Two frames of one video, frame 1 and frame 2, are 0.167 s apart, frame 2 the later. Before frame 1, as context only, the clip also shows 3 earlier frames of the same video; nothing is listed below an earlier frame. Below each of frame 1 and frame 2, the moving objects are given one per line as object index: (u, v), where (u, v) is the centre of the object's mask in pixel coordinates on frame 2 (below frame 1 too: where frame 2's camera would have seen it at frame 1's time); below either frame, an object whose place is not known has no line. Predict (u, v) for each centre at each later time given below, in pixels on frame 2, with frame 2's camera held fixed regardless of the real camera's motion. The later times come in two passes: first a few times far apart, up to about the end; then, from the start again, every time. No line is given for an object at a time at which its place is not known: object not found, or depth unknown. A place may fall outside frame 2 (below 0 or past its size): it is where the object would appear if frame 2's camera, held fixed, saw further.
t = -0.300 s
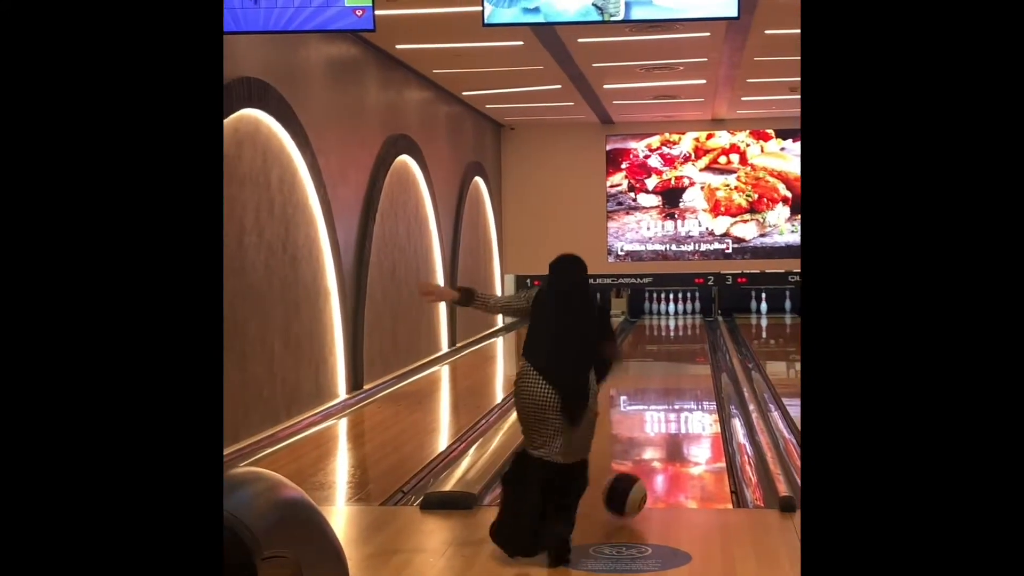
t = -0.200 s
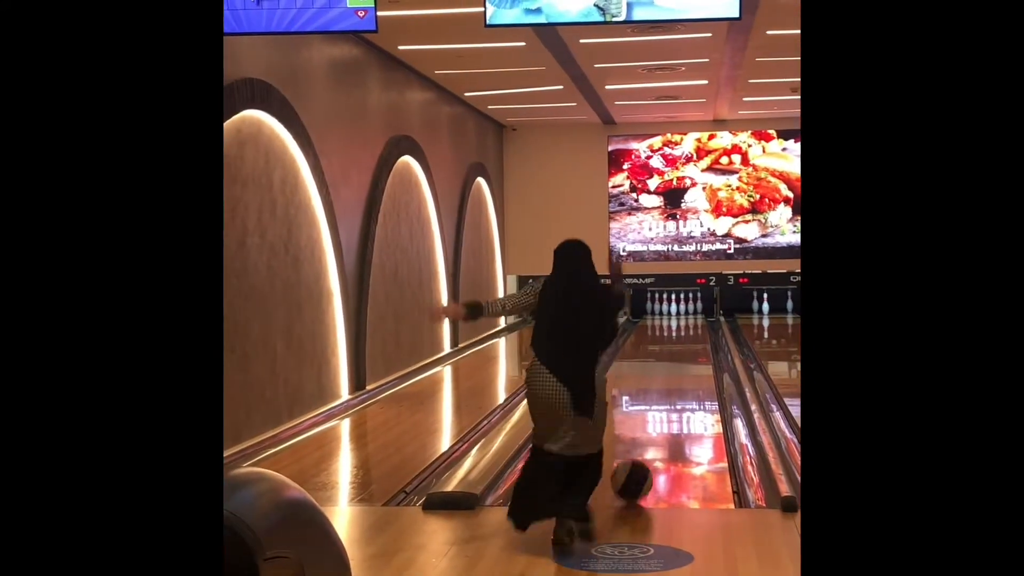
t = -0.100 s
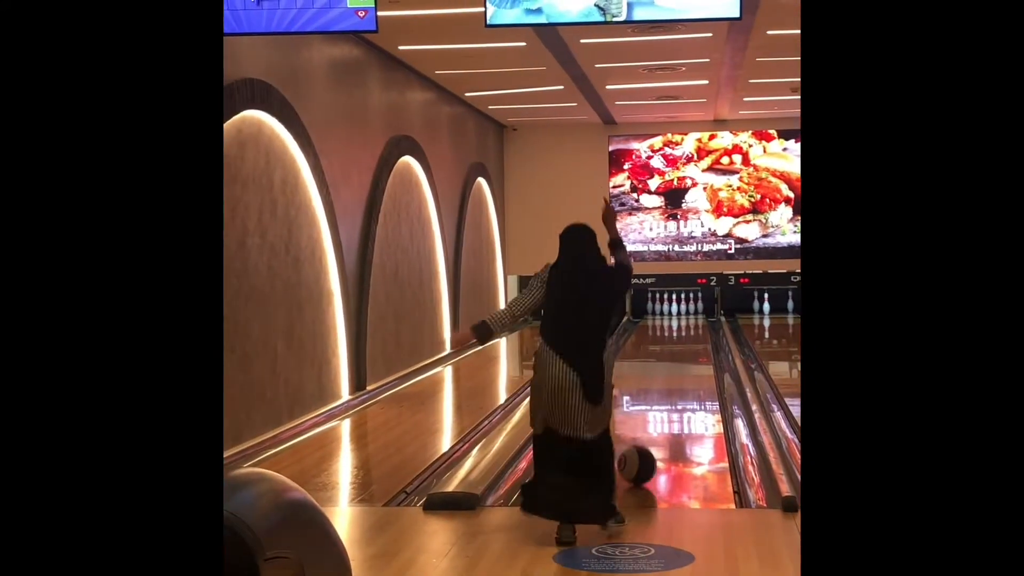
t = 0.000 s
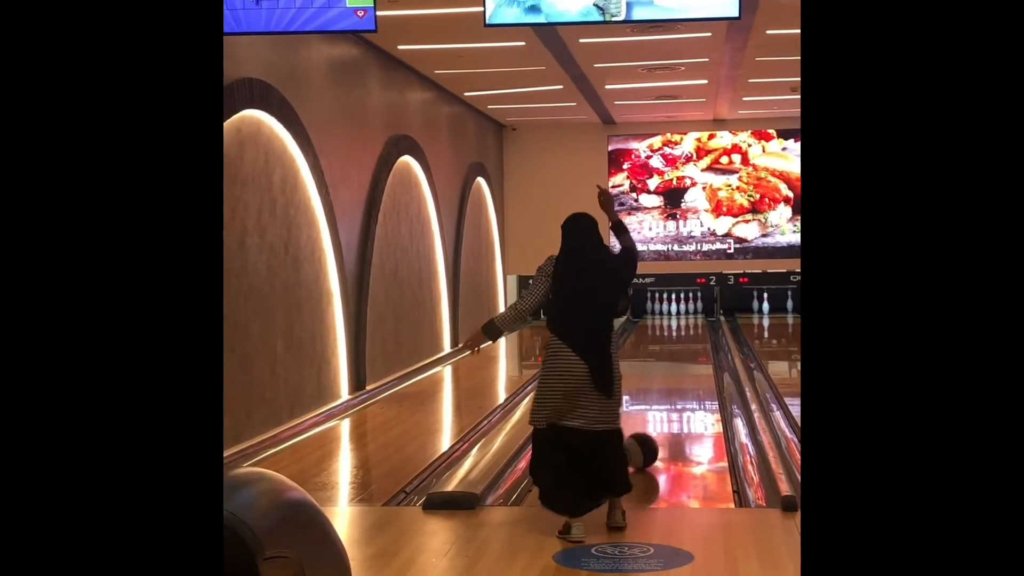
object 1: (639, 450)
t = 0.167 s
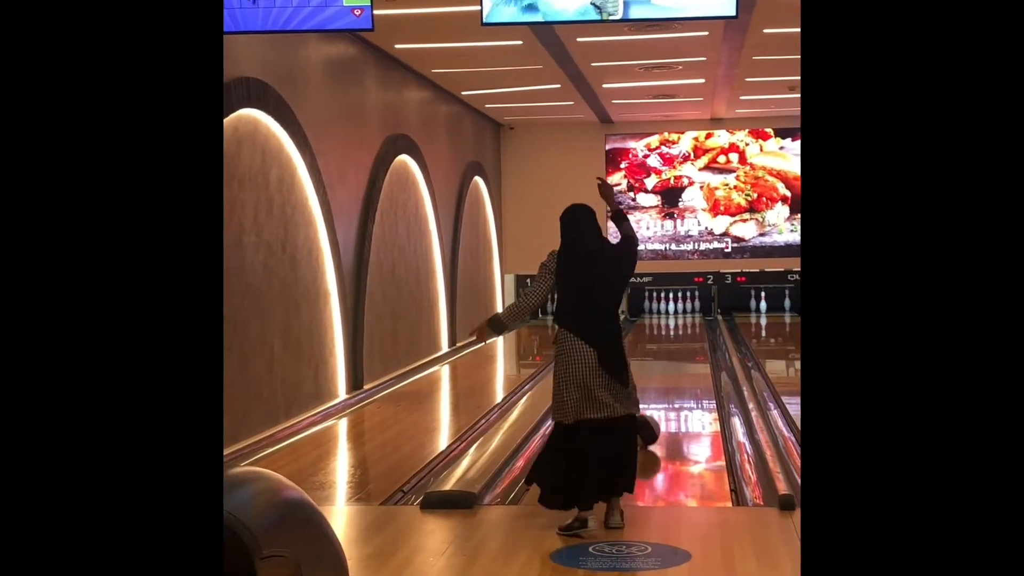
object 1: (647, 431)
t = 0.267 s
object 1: (649, 421)
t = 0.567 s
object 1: (653, 397)
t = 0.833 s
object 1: (658, 381)
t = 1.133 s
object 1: (663, 367)
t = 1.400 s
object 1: (666, 358)
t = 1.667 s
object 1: (669, 349)
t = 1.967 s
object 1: (671, 340)
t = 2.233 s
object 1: (673, 336)
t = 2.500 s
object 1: (675, 331)
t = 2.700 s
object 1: (676, 328)
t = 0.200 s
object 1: (648, 427)
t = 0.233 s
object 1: (648, 424)
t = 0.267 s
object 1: (649, 421)
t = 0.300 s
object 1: (649, 418)
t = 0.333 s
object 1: (650, 415)
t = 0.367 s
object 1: (650, 413)
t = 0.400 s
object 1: (650, 410)
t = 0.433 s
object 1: (651, 407)
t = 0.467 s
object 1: (652, 405)
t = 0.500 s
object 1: (652, 402)
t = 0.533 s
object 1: (652, 399)
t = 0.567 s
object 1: (653, 397)
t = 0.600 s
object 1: (654, 395)
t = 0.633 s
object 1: (654, 393)
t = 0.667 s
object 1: (655, 391)
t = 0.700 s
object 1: (656, 389)
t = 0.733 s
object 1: (657, 387)
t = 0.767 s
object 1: (657, 385)
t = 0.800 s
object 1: (657, 383)
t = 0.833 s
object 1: (658, 381)
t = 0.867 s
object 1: (659, 380)
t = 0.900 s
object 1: (659, 378)
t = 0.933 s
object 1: (660, 376)
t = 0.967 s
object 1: (660, 375)
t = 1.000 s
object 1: (661, 373)
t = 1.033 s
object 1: (661, 372)
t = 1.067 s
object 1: (662, 370)
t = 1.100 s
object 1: (662, 369)
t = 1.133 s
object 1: (663, 367)
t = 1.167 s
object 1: (663, 366)
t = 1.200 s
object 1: (664, 365)
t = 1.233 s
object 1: (664, 363)
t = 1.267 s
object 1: (664, 362)
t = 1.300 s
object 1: (665, 361)
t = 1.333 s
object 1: (665, 360)
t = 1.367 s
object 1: (665, 358)
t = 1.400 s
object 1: (666, 358)
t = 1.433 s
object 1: (666, 356)
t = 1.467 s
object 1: (666, 355)
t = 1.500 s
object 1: (666, 354)
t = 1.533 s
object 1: (667, 353)
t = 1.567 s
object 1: (668, 352)
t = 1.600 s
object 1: (668, 351)
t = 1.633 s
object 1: (669, 350)
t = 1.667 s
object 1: (669, 349)
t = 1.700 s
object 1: (671, 348)
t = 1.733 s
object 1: (670, 347)
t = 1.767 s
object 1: (670, 346)
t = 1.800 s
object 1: (670, 345)
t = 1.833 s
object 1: (669, 345)
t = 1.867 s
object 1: (670, 344)
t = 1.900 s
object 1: (671, 343)
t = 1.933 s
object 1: (671, 341)
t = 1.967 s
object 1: (671, 340)
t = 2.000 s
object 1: (672, 340)
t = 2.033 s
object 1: (672, 339)
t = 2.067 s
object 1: (671, 338)
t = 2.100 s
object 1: (673, 338)
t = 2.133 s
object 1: (674, 337)
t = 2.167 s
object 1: (674, 336)
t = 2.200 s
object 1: (674, 336)
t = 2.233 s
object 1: (673, 336)
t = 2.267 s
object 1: (674, 334)
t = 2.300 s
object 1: (674, 334)
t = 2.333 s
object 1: (673, 333)
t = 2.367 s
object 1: (675, 333)
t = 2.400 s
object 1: (674, 332)
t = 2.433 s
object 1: (675, 332)
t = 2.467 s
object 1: (675, 331)
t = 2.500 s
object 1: (675, 331)
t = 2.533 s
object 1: (675, 330)
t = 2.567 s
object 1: (675, 330)
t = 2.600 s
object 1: (675, 329)
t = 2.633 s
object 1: (676, 329)
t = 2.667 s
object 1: (676, 329)
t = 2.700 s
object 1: (676, 328)
